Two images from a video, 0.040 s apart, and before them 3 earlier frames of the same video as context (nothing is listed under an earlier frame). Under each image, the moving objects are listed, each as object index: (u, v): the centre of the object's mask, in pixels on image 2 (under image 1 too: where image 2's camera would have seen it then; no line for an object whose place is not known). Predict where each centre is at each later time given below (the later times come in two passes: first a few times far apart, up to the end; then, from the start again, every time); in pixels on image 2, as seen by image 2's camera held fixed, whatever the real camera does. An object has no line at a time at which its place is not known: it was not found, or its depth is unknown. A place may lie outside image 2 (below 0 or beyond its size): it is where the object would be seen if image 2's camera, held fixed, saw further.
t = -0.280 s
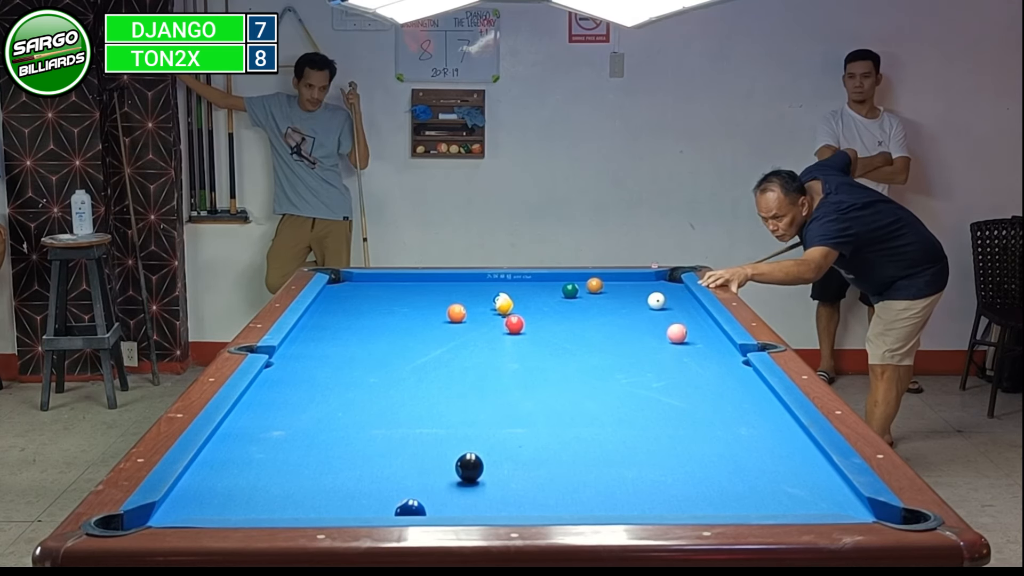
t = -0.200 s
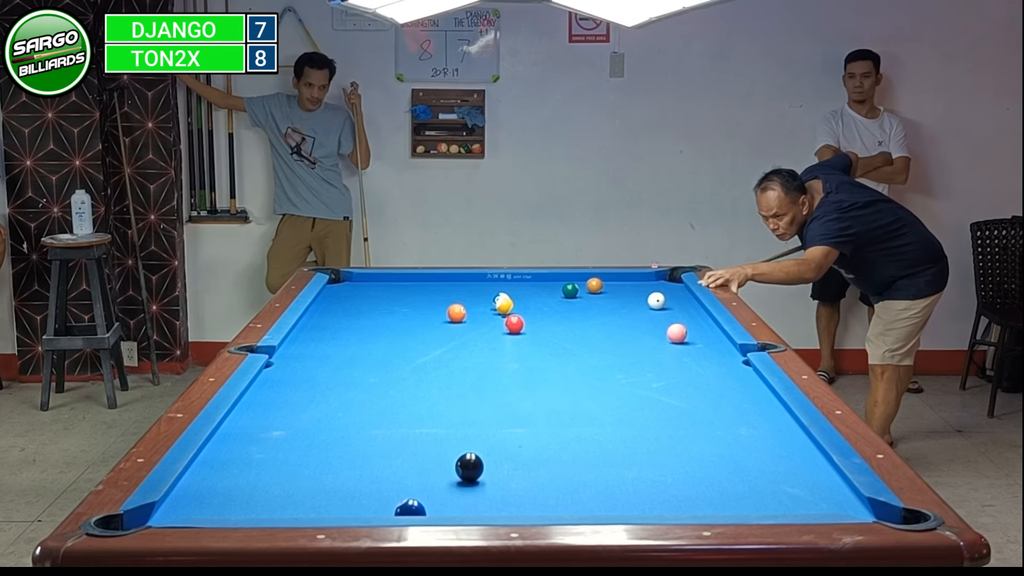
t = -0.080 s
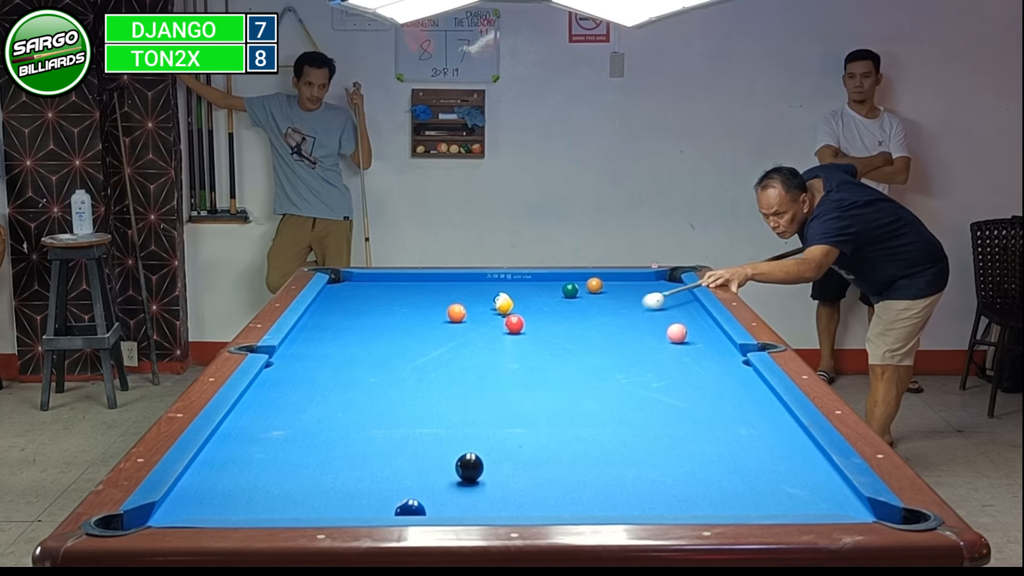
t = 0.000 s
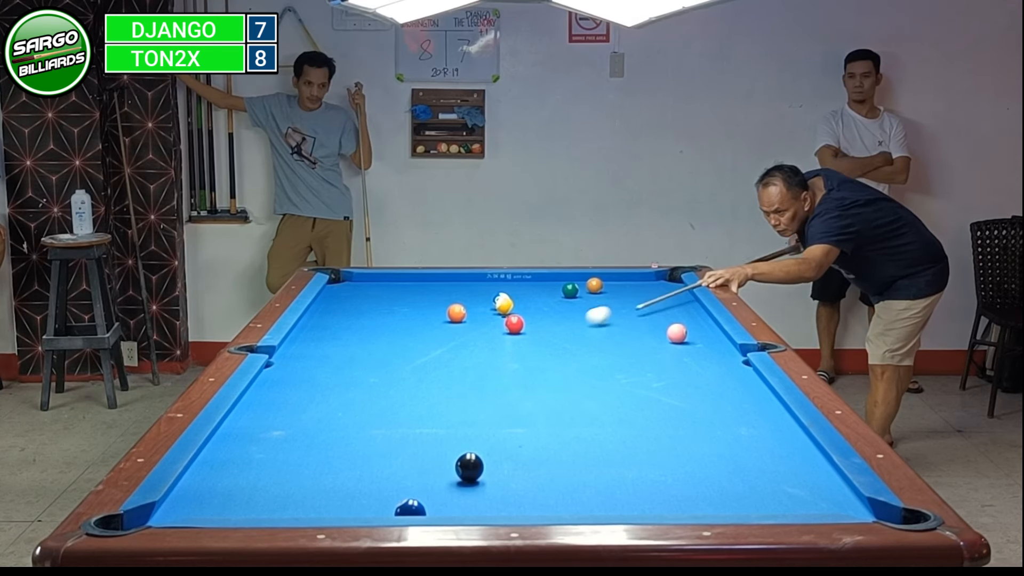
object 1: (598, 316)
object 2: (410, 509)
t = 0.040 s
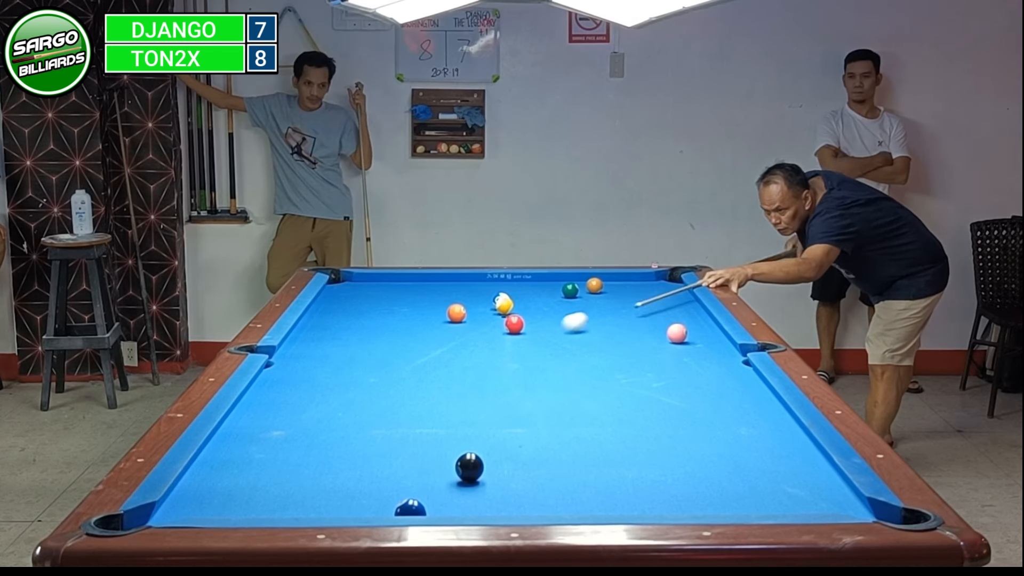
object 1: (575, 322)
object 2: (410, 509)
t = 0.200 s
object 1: (455, 355)
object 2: (410, 509)
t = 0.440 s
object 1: (261, 428)
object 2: (410, 509)
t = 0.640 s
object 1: (376, 498)
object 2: (410, 509)
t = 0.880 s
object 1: (381, 503)
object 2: (506, 483)
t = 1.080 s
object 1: (407, 498)
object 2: (569, 459)
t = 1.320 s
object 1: (437, 495)
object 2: (632, 434)
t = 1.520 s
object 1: (461, 492)
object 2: (679, 416)
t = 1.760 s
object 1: (486, 488)
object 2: (728, 398)
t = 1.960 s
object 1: (506, 486)
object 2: (752, 383)
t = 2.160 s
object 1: (524, 485)
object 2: (720, 371)
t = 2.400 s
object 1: (542, 483)
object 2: (686, 359)
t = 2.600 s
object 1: (556, 481)
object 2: (660, 349)
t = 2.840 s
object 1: (570, 479)
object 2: (633, 338)
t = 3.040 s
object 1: (579, 478)
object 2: (612, 330)
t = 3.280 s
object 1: (588, 477)
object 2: (590, 322)
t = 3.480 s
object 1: (594, 477)
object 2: (572, 315)
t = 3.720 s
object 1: (598, 476)
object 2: (553, 308)
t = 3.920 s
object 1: (601, 476)
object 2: (539, 302)
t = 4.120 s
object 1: (601, 476)
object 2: (526, 297)
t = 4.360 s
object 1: (601, 476)
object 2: (512, 291)
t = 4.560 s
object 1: (601, 476)
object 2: (500, 287)
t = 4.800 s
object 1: (601, 476)
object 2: (489, 282)
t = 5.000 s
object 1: (601, 476)
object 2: (478, 278)
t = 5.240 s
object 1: (601, 476)
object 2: (467, 278)
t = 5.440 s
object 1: (601, 476)
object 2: (460, 279)
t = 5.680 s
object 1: (601, 476)
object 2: (452, 281)
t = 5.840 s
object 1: (601, 476)
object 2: (446, 283)
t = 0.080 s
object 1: (550, 329)
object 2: (410, 509)
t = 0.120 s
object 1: (511, 339)
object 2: (410, 509)
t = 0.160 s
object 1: (484, 347)
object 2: (410, 509)
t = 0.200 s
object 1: (455, 355)
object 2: (410, 509)
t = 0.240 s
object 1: (408, 367)
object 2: (410, 508)
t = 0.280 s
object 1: (375, 377)
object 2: (410, 509)
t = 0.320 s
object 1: (321, 391)
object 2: (410, 509)
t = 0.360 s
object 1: (282, 402)
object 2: (410, 509)
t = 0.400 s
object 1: (241, 414)
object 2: (410, 509)
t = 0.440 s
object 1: (261, 428)
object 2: (410, 509)
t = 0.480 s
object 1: (281, 438)
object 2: (410, 509)
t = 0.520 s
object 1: (300, 449)
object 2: (410, 509)
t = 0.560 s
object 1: (329, 466)
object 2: (410, 509)
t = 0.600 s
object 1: (348, 479)
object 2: (410, 509)
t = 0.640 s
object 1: (376, 498)
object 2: (410, 509)
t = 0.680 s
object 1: (385, 505)
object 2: (420, 509)
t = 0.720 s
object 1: (376, 507)
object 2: (437, 506)
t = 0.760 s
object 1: (371, 508)
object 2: (462, 500)
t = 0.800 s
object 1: (374, 506)
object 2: (476, 495)
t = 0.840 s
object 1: (376, 505)
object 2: (489, 490)
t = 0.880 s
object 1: (381, 503)
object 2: (506, 483)
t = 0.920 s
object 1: (385, 501)
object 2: (517, 479)
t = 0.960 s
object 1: (391, 500)
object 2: (533, 473)
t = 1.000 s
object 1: (395, 499)
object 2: (544, 469)
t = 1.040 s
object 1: (400, 499)
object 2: (554, 465)
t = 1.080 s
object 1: (407, 498)
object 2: (569, 459)
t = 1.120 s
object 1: (411, 498)
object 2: (578, 456)
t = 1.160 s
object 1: (416, 497)
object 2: (588, 452)
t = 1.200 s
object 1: (422, 496)
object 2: (602, 446)
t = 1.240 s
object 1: (427, 496)
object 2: (610, 443)
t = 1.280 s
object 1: (433, 495)
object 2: (623, 438)
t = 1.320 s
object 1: (437, 495)
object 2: (632, 434)
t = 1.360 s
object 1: (441, 494)
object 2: (640, 432)
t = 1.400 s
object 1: (448, 493)
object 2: (652, 427)
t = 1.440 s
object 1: (451, 493)
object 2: (660, 424)
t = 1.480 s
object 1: (455, 493)
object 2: (668, 421)
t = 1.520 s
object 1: (461, 492)
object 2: (679, 416)
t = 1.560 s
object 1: (465, 491)
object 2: (687, 414)
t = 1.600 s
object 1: (470, 491)
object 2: (698, 409)
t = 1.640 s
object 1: (474, 490)
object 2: (704, 407)
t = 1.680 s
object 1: (478, 490)
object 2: (712, 404)
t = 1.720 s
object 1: (483, 489)
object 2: (722, 400)
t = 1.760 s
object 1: (486, 488)
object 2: (728, 398)
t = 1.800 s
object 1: (490, 488)
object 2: (734, 395)
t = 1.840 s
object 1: (495, 488)
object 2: (744, 391)
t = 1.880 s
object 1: (498, 487)
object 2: (750, 389)
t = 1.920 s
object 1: (503, 487)
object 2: (758, 386)
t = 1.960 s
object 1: (506, 486)
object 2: (752, 383)
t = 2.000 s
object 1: (509, 486)
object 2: (746, 381)
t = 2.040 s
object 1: (514, 486)
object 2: (738, 378)
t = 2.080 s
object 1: (517, 485)
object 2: (733, 376)
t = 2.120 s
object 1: (520, 485)
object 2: (728, 374)
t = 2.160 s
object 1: (524, 485)
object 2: (720, 371)
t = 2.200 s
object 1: (527, 484)
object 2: (715, 369)
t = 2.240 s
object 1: (531, 484)
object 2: (707, 367)
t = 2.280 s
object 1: (534, 483)
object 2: (702, 365)
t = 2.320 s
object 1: (536, 483)
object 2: (698, 363)
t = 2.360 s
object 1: (540, 483)
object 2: (691, 360)
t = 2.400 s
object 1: (542, 483)
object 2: (686, 359)
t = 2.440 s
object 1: (545, 482)
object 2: (682, 357)
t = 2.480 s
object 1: (548, 482)
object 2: (675, 354)
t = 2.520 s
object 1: (550, 482)
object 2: (671, 353)
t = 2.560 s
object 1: (554, 481)
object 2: (664, 350)
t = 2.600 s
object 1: (556, 481)
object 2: (660, 349)
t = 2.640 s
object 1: (558, 481)
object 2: (656, 347)
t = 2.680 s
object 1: (561, 480)
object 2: (650, 345)
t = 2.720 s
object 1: (563, 480)
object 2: (646, 344)
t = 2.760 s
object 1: (565, 480)
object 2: (642, 342)
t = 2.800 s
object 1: (568, 480)
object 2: (637, 340)
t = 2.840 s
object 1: (570, 479)
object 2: (633, 338)
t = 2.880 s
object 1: (572, 479)
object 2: (628, 336)
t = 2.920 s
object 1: (573, 479)
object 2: (624, 335)
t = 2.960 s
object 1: (575, 478)
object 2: (621, 334)
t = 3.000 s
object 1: (578, 478)
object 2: (616, 332)
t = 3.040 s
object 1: (579, 478)
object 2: (612, 330)
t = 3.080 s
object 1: (580, 478)
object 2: (609, 329)
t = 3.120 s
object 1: (582, 478)
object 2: (604, 327)
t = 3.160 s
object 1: (583, 477)
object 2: (601, 326)
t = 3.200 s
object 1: (586, 477)
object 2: (596, 324)
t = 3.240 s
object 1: (587, 477)
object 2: (593, 323)
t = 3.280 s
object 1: (588, 477)
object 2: (590, 322)
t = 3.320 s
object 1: (590, 477)
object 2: (585, 320)
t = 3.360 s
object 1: (591, 477)
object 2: (582, 319)
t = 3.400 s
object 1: (592, 477)
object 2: (579, 318)
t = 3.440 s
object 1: (593, 476)
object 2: (575, 316)
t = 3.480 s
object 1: (594, 477)
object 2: (572, 315)
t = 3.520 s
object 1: (595, 476)
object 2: (568, 314)
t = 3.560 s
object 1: (596, 476)
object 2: (565, 313)
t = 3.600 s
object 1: (596, 477)
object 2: (563, 312)
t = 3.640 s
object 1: (597, 476)
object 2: (559, 310)
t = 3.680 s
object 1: (598, 476)
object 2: (556, 309)
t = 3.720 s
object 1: (598, 476)
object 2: (553, 308)
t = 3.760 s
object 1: (599, 476)
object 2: (550, 307)
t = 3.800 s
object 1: (600, 476)
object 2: (547, 306)
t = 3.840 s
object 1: (600, 476)
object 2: (544, 304)
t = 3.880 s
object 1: (601, 476)
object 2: (542, 303)
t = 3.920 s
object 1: (601, 476)
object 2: (539, 302)
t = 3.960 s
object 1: (601, 476)
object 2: (536, 301)
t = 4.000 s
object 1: (601, 476)
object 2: (533, 300)
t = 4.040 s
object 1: (601, 476)
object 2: (531, 299)
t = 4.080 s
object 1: (601, 476)
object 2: (528, 298)
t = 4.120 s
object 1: (601, 476)
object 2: (526, 297)
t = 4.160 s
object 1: (601, 476)
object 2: (523, 296)
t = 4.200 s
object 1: (601, 476)
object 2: (521, 295)
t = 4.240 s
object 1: (601, 476)
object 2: (519, 294)
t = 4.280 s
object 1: (601, 476)
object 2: (516, 293)
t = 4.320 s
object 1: (601, 476)
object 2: (514, 292)
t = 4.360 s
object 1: (601, 476)
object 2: (512, 291)
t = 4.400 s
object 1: (601, 476)
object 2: (510, 290)
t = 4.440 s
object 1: (601, 476)
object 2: (508, 289)
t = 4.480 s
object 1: (601, 476)
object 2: (504, 287)
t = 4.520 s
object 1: (601, 476)
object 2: (502, 286)
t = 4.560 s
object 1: (601, 476)
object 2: (500, 287)
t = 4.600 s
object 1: (601, 476)
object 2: (497, 286)
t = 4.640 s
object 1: (601, 476)
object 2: (495, 286)
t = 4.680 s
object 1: (601, 476)
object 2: (494, 285)
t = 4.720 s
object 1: (601, 476)
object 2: (492, 284)
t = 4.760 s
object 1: (601, 476)
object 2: (490, 283)
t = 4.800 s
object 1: (601, 476)
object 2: (489, 282)
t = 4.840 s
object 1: (601, 476)
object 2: (486, 281)
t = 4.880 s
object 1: (601, 476)
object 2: (485, 281)
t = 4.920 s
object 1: (601, 476)
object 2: (482, 280)
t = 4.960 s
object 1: (601, 476)
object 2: (480, 279)
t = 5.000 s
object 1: (601, 476)
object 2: (478, 278)
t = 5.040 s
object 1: (601, 476)
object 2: (477, 278)
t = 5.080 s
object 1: (601, 476)
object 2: (476, 277)
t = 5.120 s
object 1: (601, 476)
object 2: (473, 277)
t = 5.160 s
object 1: (601, 476)
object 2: (471, 277)
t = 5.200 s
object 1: (601, 476)
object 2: (469, 277)
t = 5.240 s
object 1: (601, 476)
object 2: (467, 278)
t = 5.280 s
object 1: (601, 476)
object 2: (466, 278)
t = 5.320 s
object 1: (601, 476)
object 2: (465, 278)
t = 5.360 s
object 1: (601, 476)
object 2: (463, 279)
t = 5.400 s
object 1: (601, 476)
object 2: (462, 279)
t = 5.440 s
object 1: (601, 476)
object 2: (460, 279)
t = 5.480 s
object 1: (601, 476)
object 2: (458, 279)
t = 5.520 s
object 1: (601, 476)
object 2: (456, 280)
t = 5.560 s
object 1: (601, 476)
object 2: (455, 281)
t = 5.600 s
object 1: (601, 476)
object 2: (454, 282)
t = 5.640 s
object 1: (601, 476)
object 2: (452, 282)
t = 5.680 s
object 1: (601, 476)
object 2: (452, 281)
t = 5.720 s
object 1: (601, 476)
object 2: (450, 282)
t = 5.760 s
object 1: (601, 476)
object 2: (449, 282)
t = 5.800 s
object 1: (601, 476)
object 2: (448, 282)
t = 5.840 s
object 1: (601, 476)
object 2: (446, 283)
